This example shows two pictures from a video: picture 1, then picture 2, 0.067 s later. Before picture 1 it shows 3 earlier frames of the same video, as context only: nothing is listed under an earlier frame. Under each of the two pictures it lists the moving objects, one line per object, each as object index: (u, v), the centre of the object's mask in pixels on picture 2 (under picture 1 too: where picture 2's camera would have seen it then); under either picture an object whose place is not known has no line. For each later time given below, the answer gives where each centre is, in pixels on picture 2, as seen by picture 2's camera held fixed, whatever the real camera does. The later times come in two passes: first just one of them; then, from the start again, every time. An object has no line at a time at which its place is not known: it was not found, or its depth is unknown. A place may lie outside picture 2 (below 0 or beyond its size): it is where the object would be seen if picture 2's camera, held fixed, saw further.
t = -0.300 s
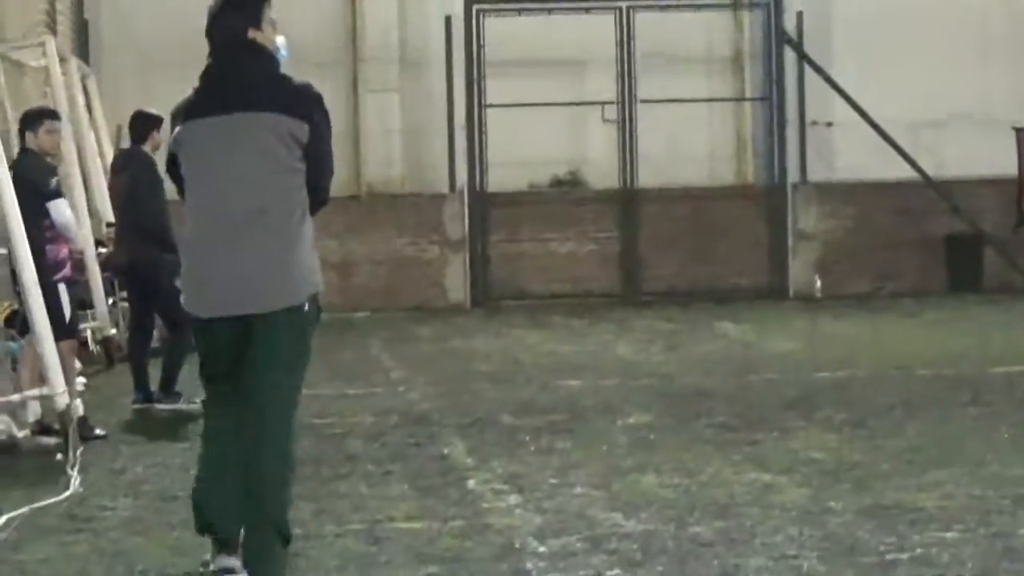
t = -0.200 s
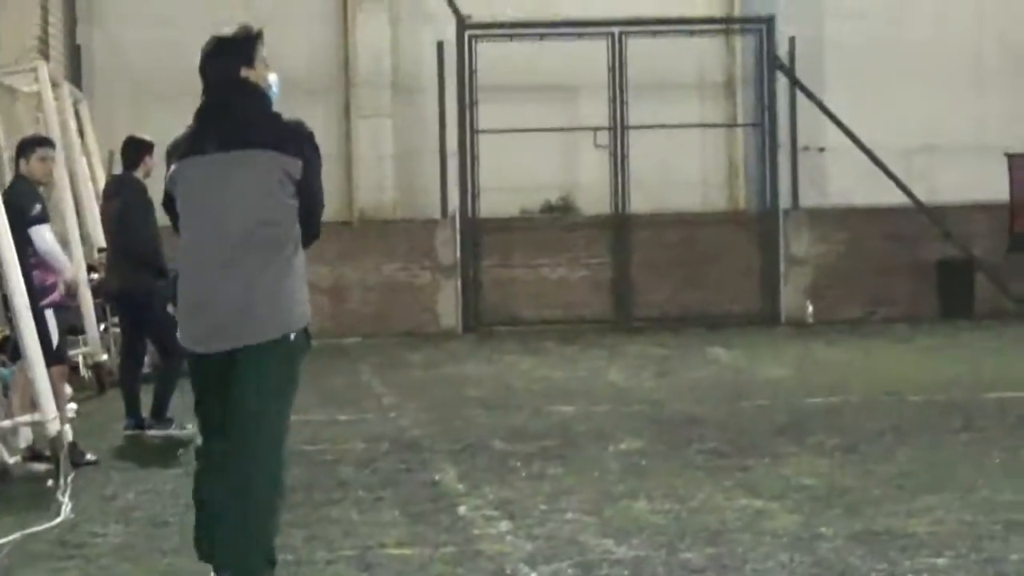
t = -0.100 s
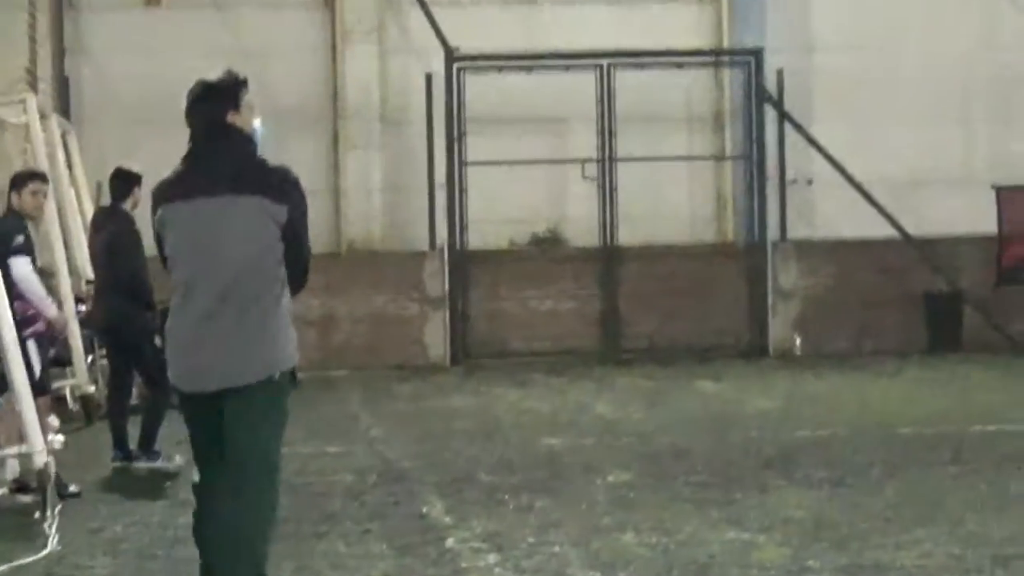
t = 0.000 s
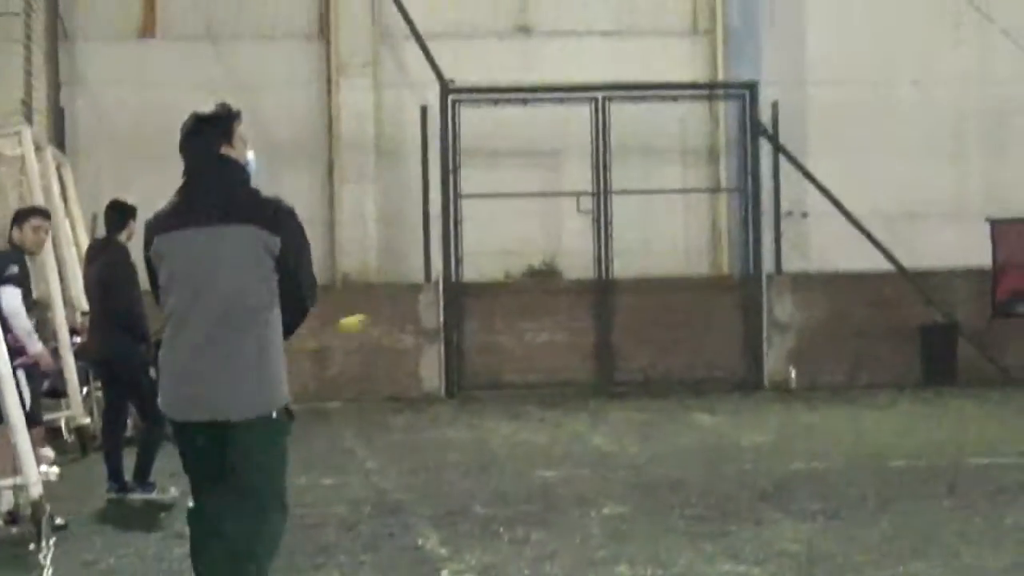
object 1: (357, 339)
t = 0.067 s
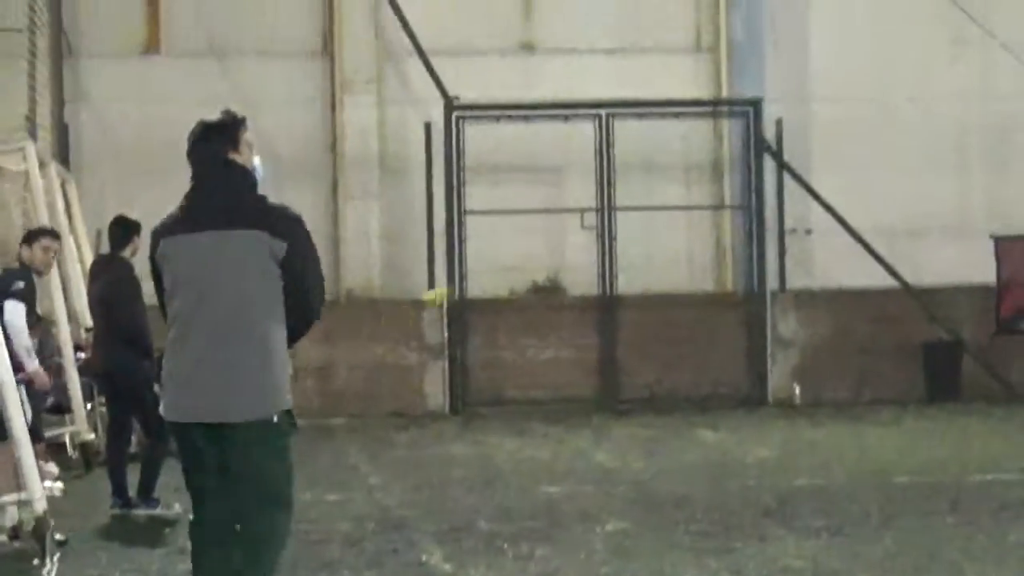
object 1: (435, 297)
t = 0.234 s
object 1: (642, 209)
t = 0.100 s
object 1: (477, 276)
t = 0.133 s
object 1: (519, 257)
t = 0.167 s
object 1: (557, 241)
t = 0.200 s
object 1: (598, 223)
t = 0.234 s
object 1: (642, 209)
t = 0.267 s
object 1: (681, 193)
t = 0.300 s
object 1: (722, 178)
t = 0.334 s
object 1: (764, 165)
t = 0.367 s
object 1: (803, 155)
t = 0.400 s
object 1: (845, 142)
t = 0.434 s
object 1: (880, 132)
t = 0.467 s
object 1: (924, 121)
